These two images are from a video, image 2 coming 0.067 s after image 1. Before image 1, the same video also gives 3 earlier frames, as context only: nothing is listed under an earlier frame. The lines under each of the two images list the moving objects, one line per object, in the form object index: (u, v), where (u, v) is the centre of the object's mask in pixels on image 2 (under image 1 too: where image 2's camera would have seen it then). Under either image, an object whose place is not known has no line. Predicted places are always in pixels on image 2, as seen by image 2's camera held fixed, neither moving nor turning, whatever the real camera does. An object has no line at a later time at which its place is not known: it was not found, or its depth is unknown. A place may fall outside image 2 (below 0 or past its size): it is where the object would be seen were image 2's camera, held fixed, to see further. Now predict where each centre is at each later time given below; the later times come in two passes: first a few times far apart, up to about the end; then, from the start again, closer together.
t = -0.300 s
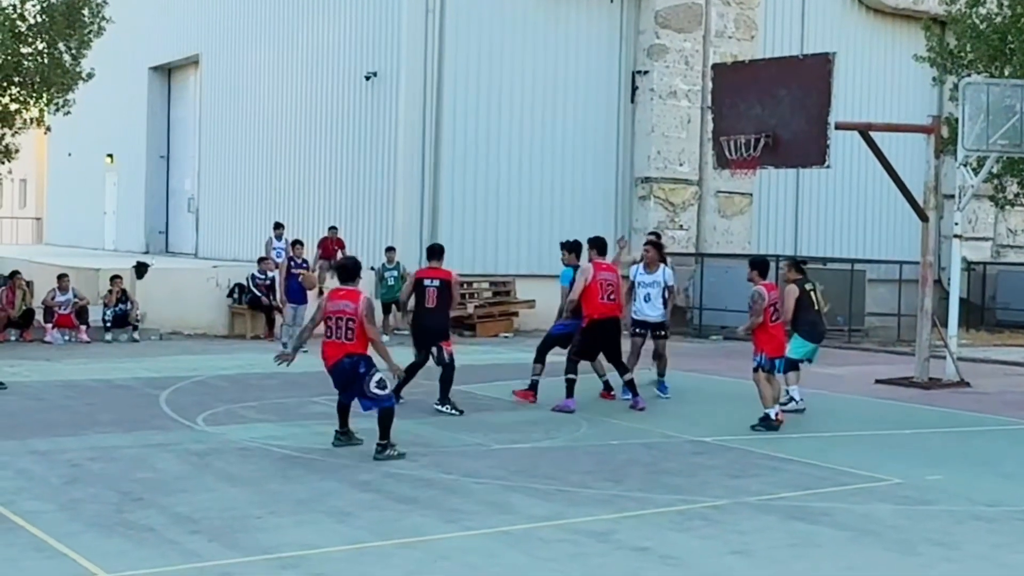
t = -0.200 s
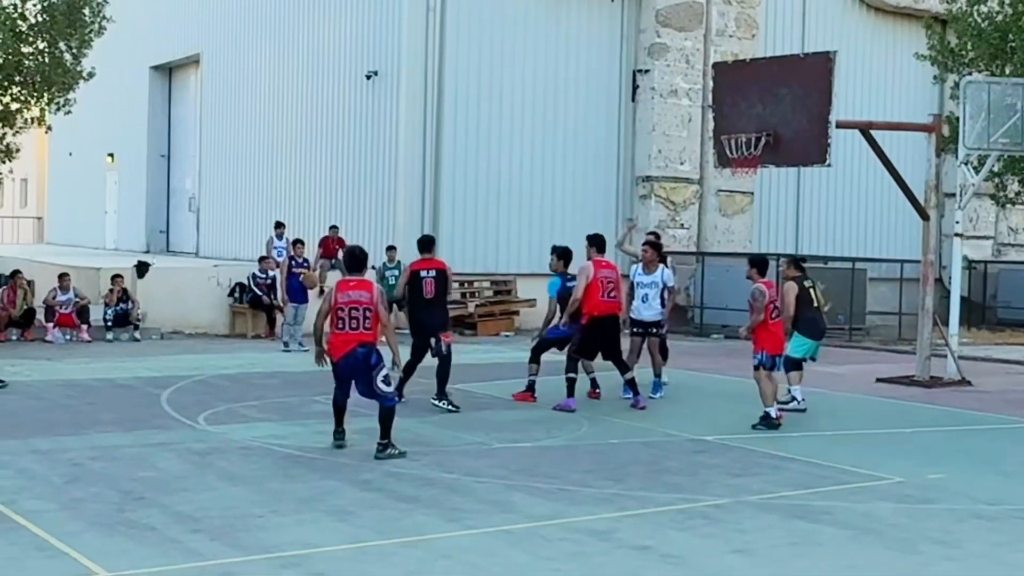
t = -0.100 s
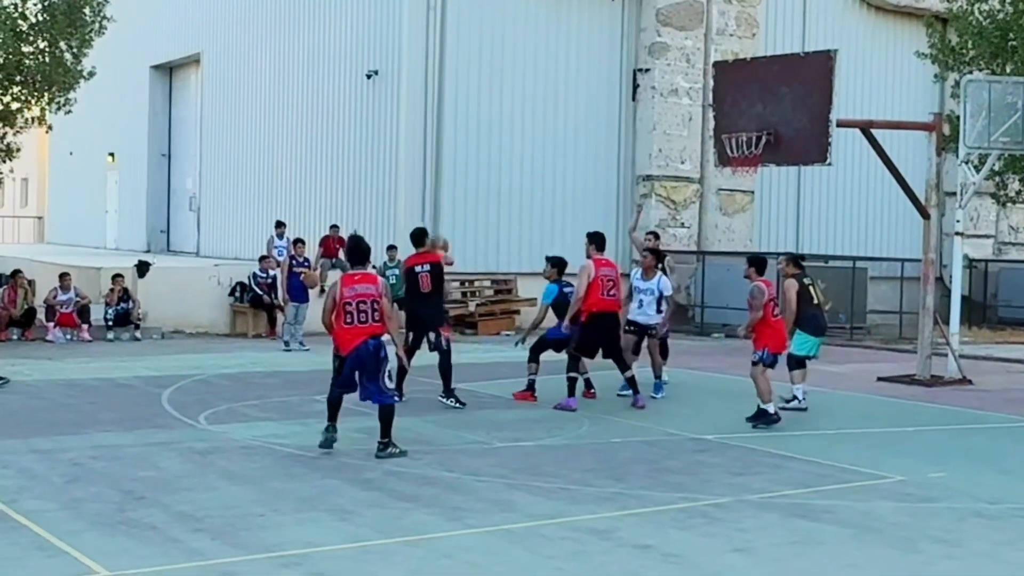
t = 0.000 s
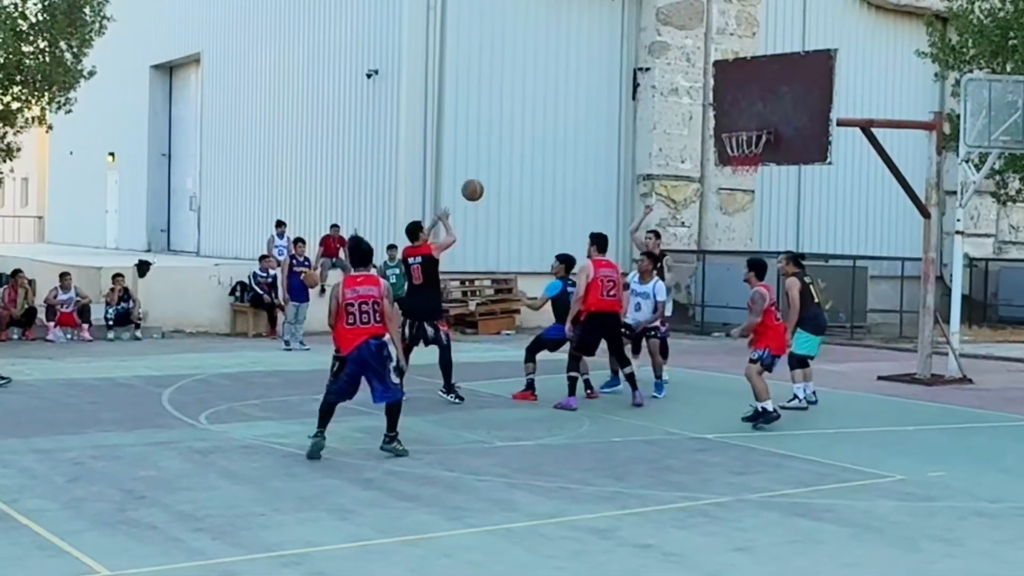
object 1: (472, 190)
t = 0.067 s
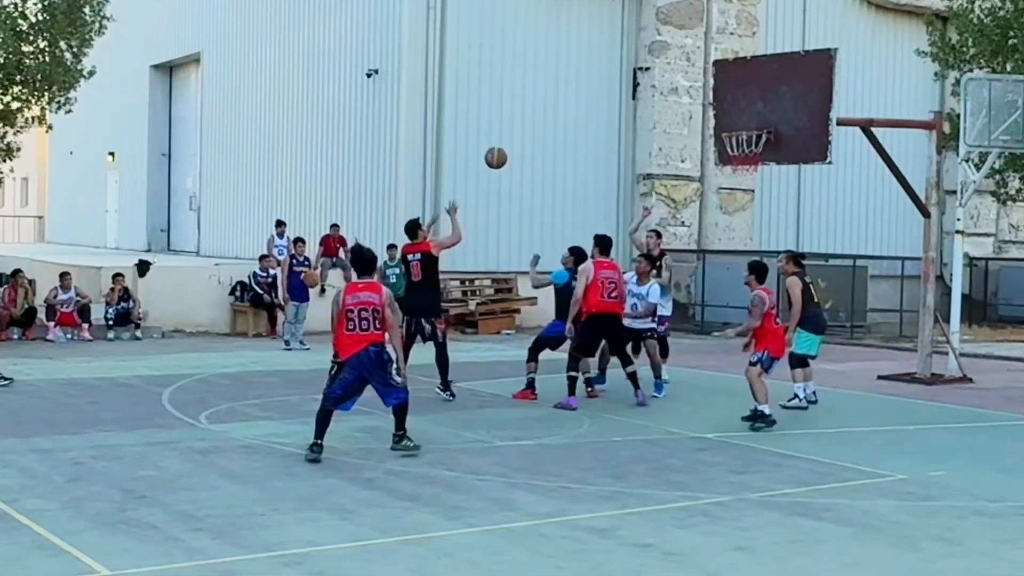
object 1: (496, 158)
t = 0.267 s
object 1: (564, 88)
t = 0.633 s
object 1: (684, 60)
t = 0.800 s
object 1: (736, 86)
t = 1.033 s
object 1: (796, 161)
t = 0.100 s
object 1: (507, 144)
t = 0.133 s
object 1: (519, 130)
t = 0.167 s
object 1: (530, 118)
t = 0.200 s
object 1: (541, 107)
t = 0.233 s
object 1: (552, 97)
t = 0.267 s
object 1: (564, 88)
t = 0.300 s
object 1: (575, 80)
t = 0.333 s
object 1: (586, 74)
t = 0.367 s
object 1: (597, 68)
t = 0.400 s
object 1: (608, 63)
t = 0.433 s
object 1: (619, 60)
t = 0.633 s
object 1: (684, 60)
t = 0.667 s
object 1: (694, 63)
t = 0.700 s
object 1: (705, 68)
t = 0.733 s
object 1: (715, 73)
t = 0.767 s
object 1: (725, 79)
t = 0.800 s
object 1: (736, 86)
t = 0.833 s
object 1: (747, 95)
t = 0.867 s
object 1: (755, 104)
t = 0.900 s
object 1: (767, 114)
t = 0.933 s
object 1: (777, 129)
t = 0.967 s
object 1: (786, 139)
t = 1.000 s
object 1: (796, 151)
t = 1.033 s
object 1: (796, 161)
